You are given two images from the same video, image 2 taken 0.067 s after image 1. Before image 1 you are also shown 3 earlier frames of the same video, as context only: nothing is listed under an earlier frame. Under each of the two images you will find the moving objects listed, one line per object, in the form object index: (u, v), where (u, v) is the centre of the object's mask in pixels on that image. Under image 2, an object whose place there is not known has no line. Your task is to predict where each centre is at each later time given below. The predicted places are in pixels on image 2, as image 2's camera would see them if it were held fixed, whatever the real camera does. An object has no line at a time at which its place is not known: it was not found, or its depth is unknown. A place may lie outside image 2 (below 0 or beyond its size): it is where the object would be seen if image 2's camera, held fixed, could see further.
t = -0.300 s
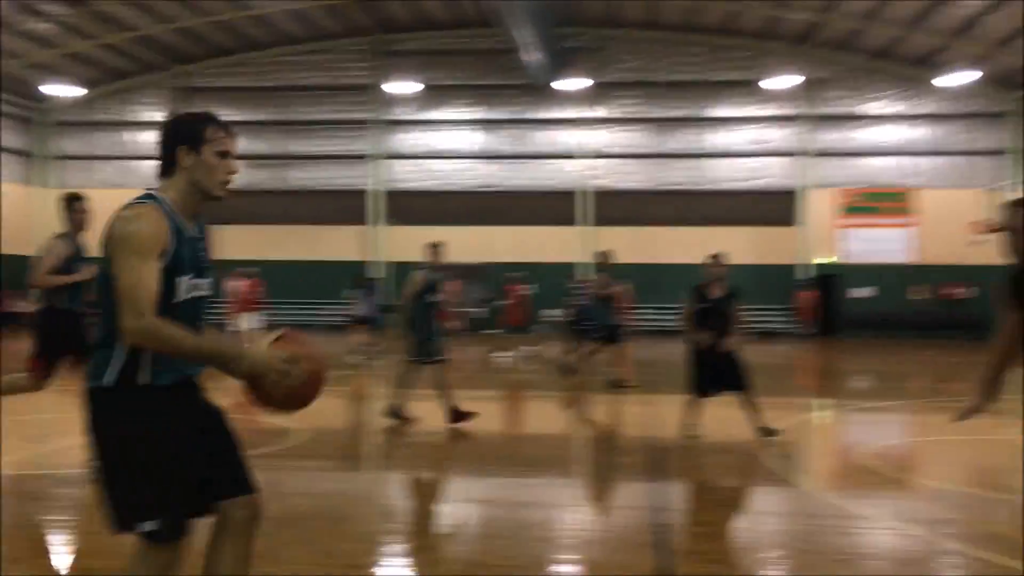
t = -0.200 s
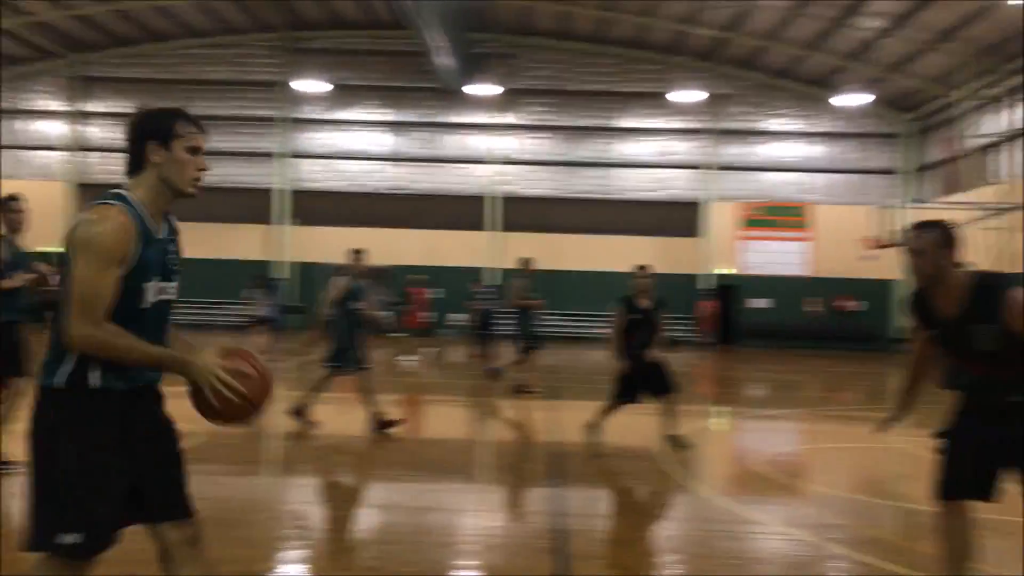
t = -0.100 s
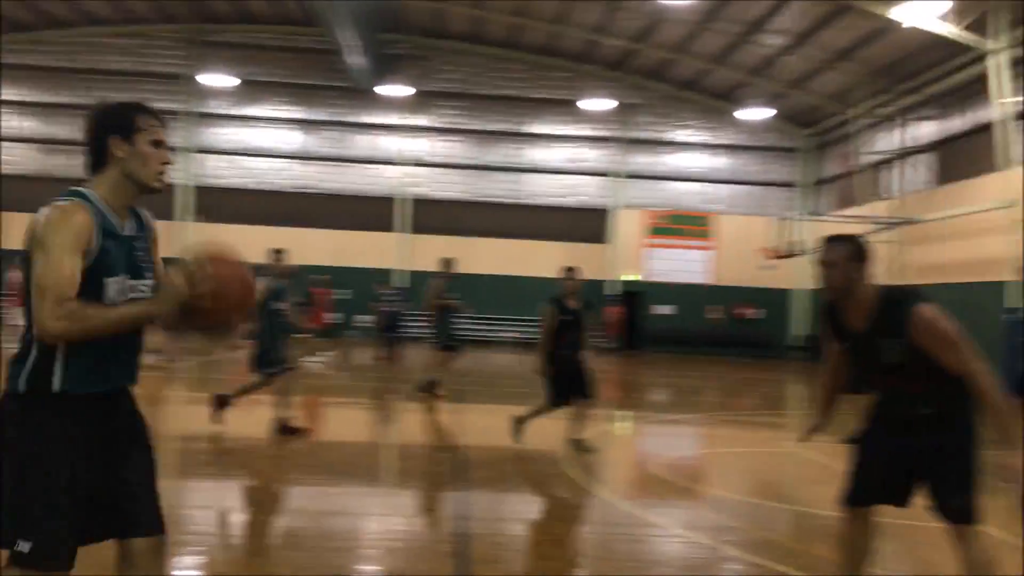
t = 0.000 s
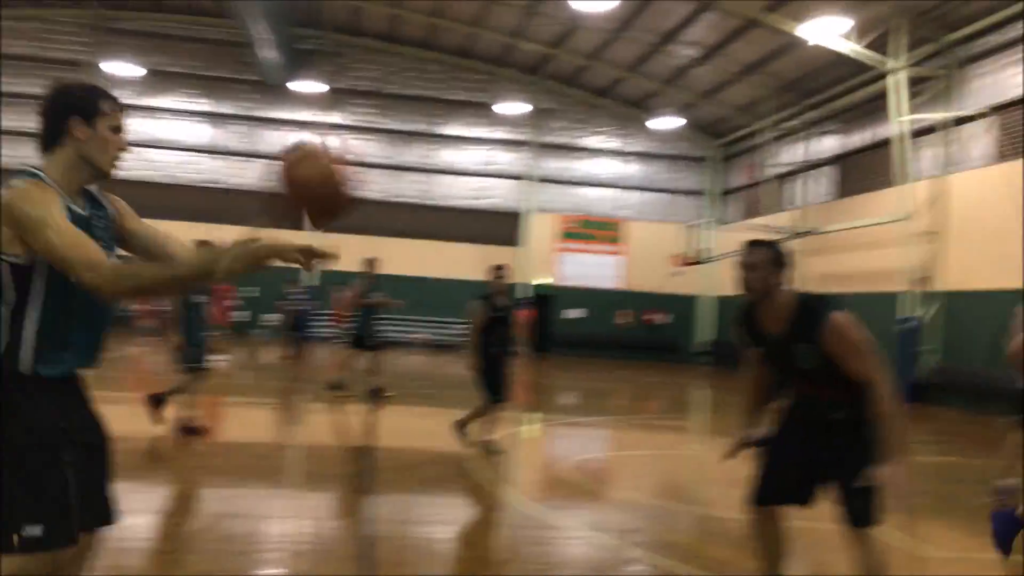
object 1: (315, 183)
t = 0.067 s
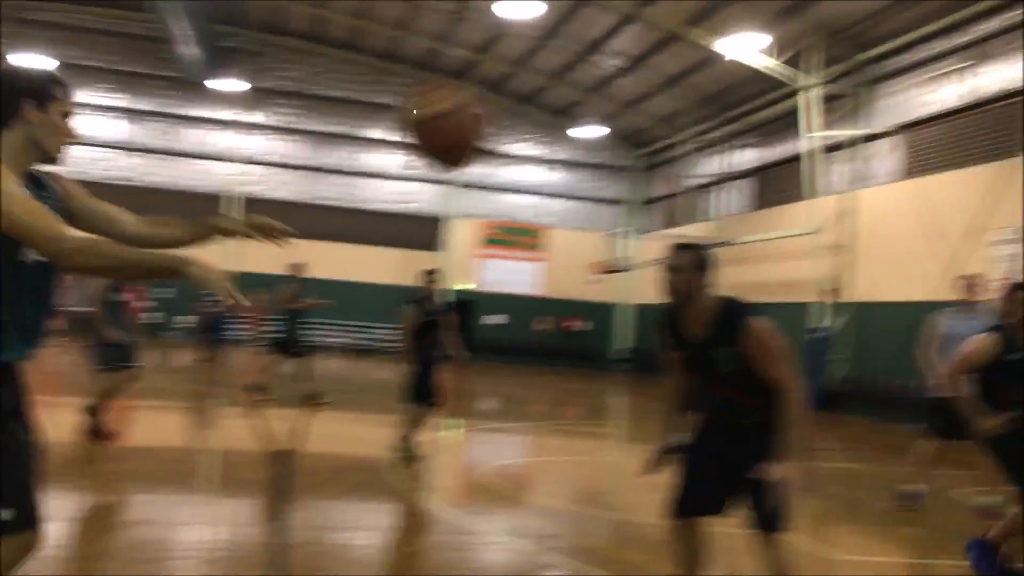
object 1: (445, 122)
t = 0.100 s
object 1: (543, 104)
